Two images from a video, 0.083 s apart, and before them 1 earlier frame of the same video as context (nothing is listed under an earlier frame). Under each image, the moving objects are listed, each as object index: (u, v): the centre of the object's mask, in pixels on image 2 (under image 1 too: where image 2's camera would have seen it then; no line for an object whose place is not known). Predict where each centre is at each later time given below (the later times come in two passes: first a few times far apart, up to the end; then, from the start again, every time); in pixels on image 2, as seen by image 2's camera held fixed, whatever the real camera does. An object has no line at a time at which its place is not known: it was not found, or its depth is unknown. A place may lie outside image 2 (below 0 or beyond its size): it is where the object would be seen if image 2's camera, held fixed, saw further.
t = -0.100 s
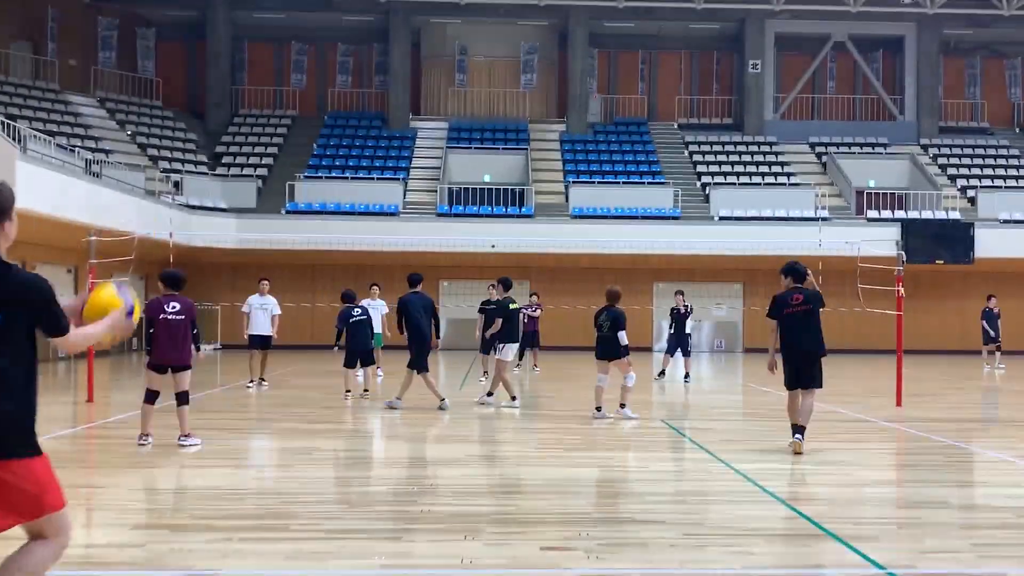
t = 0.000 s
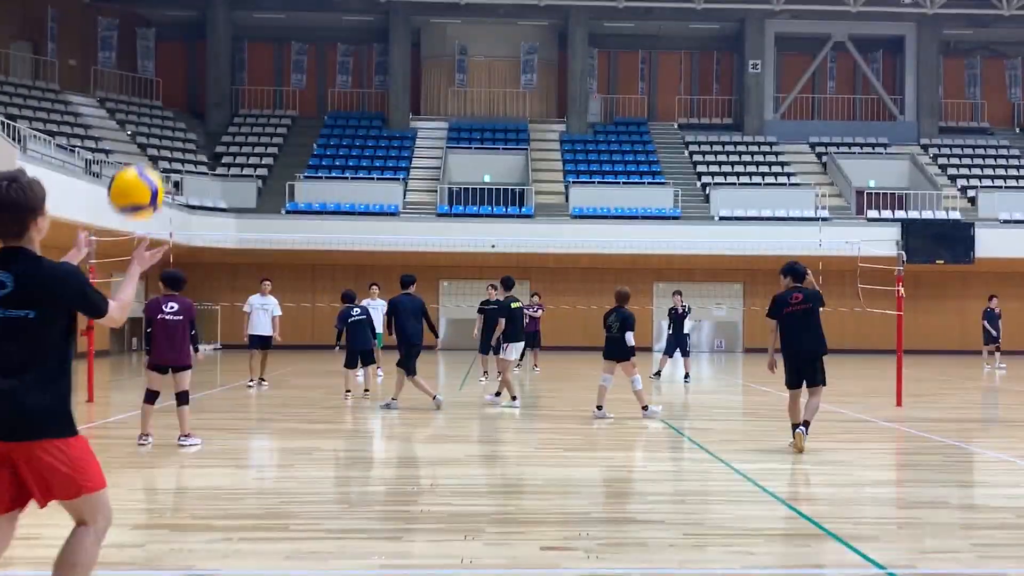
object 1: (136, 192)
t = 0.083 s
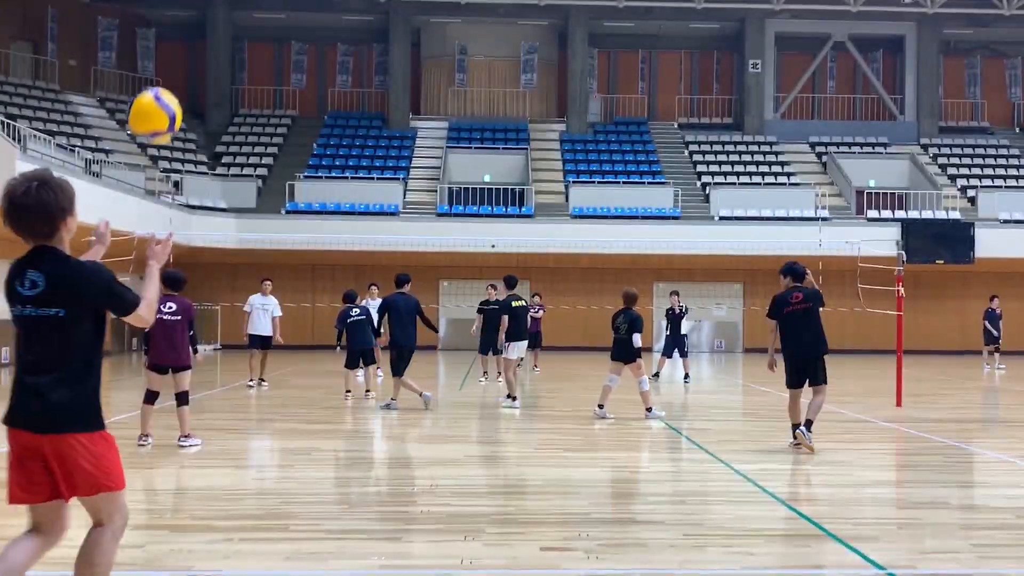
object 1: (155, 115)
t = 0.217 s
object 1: (181, 34)
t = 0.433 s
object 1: (218, 9)
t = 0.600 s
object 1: (242, 36)
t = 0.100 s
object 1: (158, 103)
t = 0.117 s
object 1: (162, 90)
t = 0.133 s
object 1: (165, 80)
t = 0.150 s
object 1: (169, 69)
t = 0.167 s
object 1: (172, 59)
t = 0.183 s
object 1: (175, 50)
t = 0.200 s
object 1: (178, 42)
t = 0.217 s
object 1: (181, 34)
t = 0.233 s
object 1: (184, 27)
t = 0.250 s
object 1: (187, 23)
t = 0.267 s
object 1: (190, 19)
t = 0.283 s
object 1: (193, 16)
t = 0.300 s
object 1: (196, 14)
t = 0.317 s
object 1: (199, 13)
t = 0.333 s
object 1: (202, 11)
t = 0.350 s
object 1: (205, 10)
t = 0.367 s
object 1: (208, 9)
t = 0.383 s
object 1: (210, 9)
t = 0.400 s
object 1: (213, 9)
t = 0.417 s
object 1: (216, 9)
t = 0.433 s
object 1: (218, 9)
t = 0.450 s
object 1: (221, 10)
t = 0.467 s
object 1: (223, 11)
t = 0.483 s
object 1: (226, 12)
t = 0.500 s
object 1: (228, 13)
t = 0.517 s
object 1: (231, 15)
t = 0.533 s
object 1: (233, 17)
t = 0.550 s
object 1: (235, 20)
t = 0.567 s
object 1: (237, 24)
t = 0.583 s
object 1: (240, 29)
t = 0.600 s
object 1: (242, 36)
